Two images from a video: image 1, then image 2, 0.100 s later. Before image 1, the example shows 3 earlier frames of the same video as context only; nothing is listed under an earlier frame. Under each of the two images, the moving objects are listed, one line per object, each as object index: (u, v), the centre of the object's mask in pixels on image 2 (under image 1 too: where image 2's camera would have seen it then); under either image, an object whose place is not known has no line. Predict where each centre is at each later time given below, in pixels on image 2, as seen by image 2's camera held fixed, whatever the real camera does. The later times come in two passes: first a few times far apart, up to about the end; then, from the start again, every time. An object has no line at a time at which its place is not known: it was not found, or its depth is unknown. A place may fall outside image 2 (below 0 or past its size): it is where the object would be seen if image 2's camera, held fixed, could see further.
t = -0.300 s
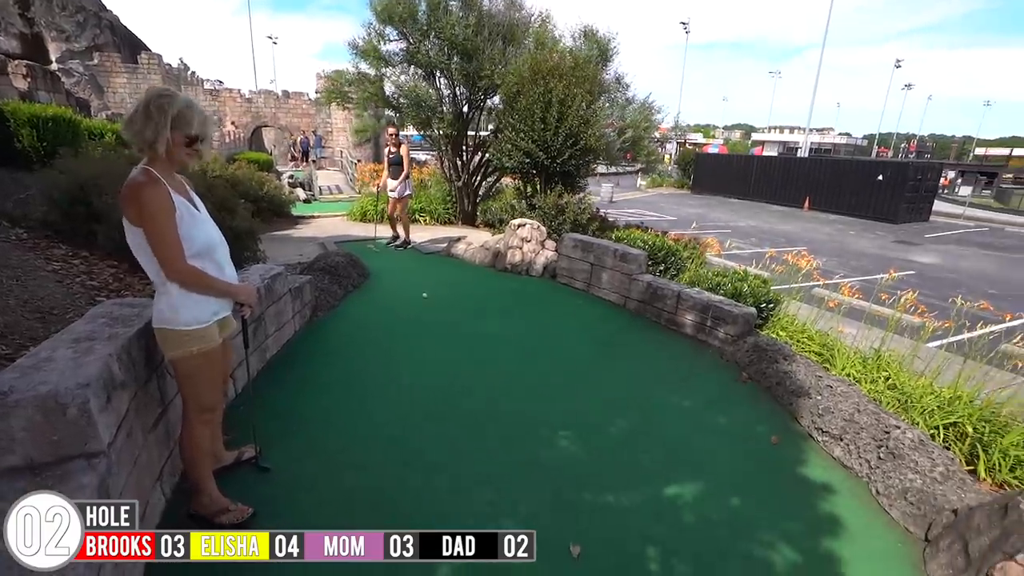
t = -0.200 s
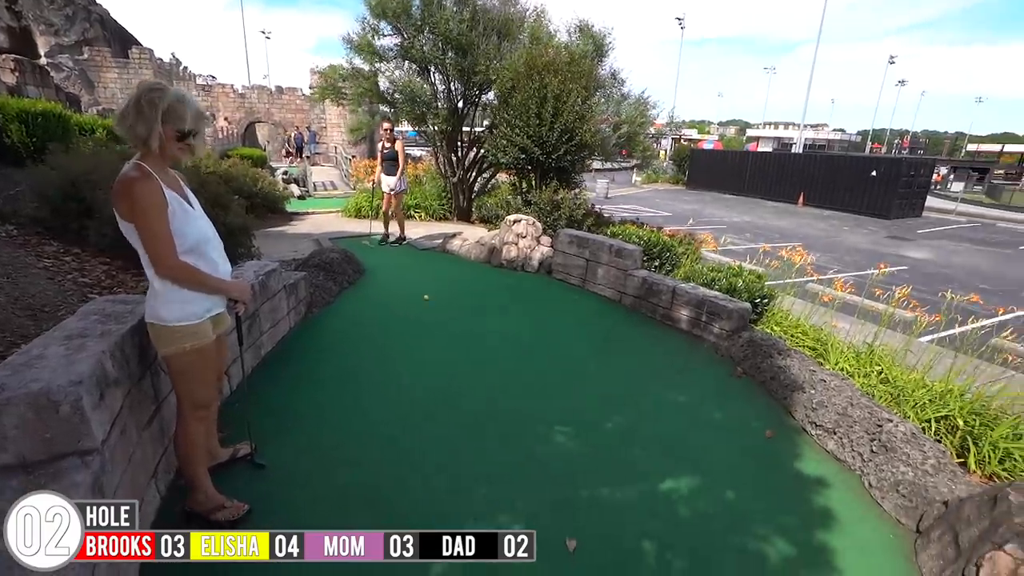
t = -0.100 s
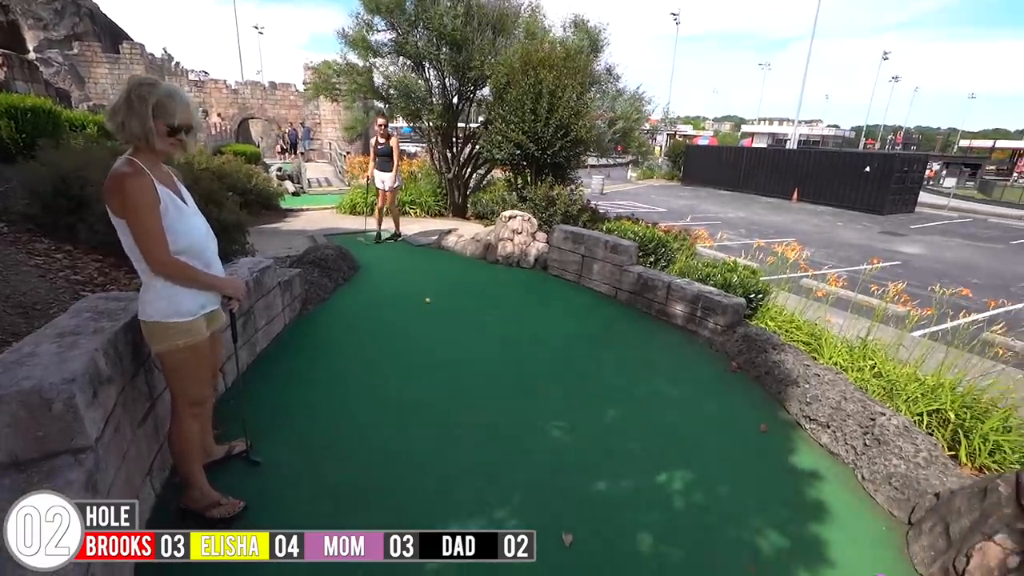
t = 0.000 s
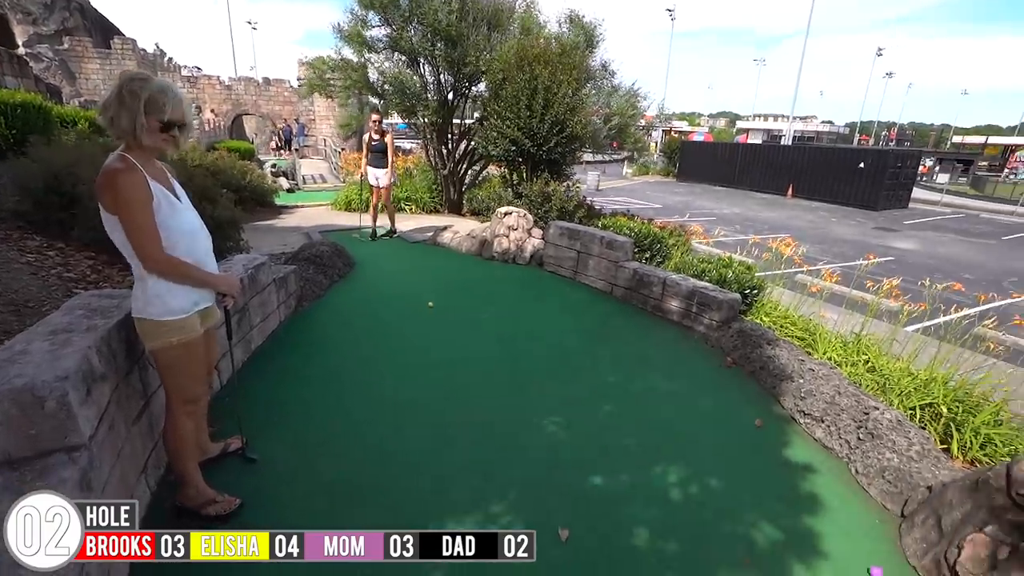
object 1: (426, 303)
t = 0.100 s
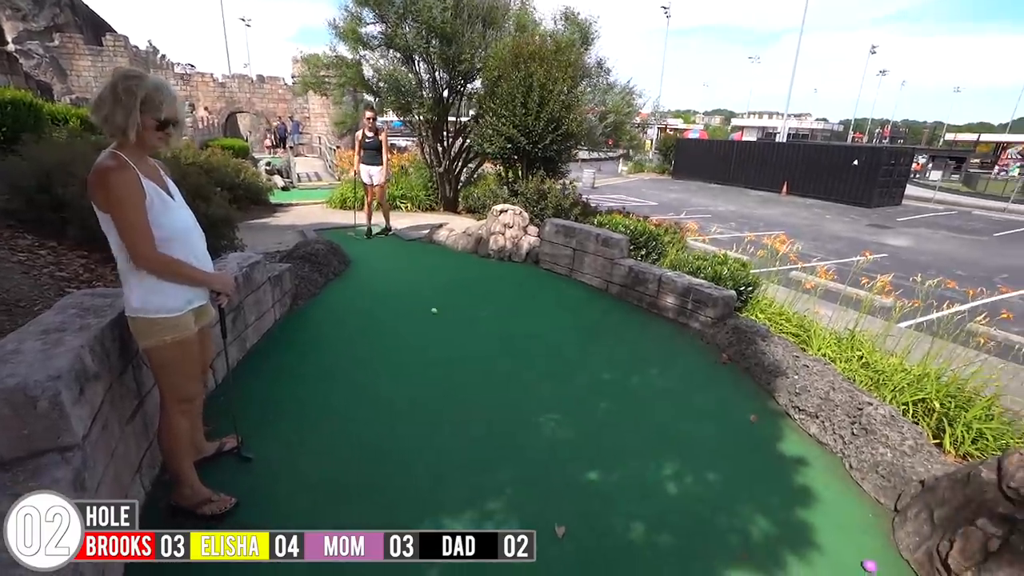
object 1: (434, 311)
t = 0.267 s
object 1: (448, 327)
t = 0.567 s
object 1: (481, 360)
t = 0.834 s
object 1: (521, 393)
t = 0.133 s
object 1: (436, 314)
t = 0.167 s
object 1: (439, 317)
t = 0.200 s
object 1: (442, 320)
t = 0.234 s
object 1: (445, 323)
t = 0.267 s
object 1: (448, 327)
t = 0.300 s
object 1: (451, 330)
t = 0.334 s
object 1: (454, 334)
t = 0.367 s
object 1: (458, 338)
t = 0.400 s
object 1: (461, 341)
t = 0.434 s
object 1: (465, 345)
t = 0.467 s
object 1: (468, 349)
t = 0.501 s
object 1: (473, 352)
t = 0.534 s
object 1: (476, 356)
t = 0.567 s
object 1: (481, 360)
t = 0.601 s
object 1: (485, 364)
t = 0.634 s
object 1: (490, 368)
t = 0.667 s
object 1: (495, 372)
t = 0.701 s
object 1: (500, 376)
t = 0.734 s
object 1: (505, 381)
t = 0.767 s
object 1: (510, 385)
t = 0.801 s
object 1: (515, 389)
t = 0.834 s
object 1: (521, 393)
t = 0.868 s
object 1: (527, 398)
